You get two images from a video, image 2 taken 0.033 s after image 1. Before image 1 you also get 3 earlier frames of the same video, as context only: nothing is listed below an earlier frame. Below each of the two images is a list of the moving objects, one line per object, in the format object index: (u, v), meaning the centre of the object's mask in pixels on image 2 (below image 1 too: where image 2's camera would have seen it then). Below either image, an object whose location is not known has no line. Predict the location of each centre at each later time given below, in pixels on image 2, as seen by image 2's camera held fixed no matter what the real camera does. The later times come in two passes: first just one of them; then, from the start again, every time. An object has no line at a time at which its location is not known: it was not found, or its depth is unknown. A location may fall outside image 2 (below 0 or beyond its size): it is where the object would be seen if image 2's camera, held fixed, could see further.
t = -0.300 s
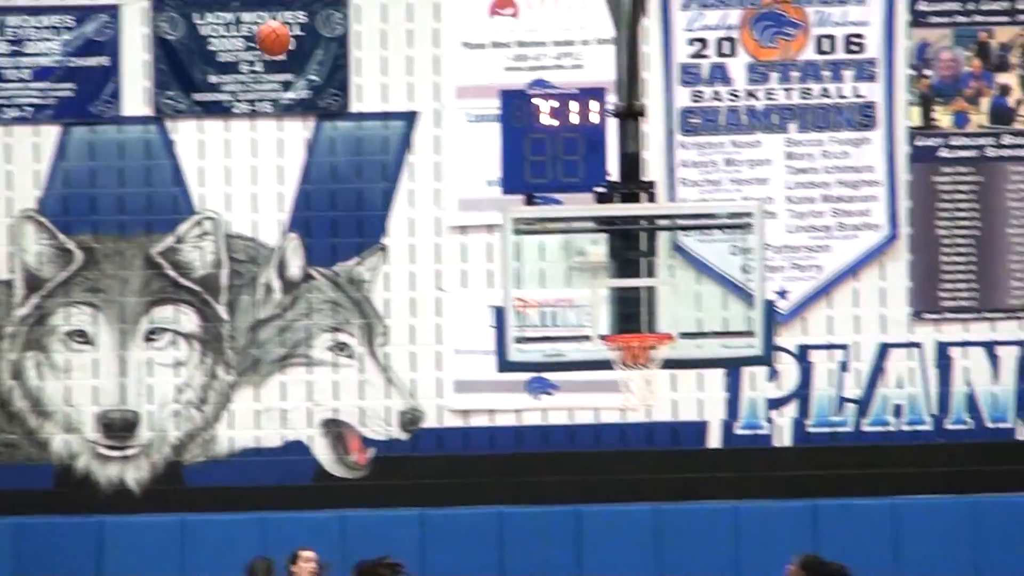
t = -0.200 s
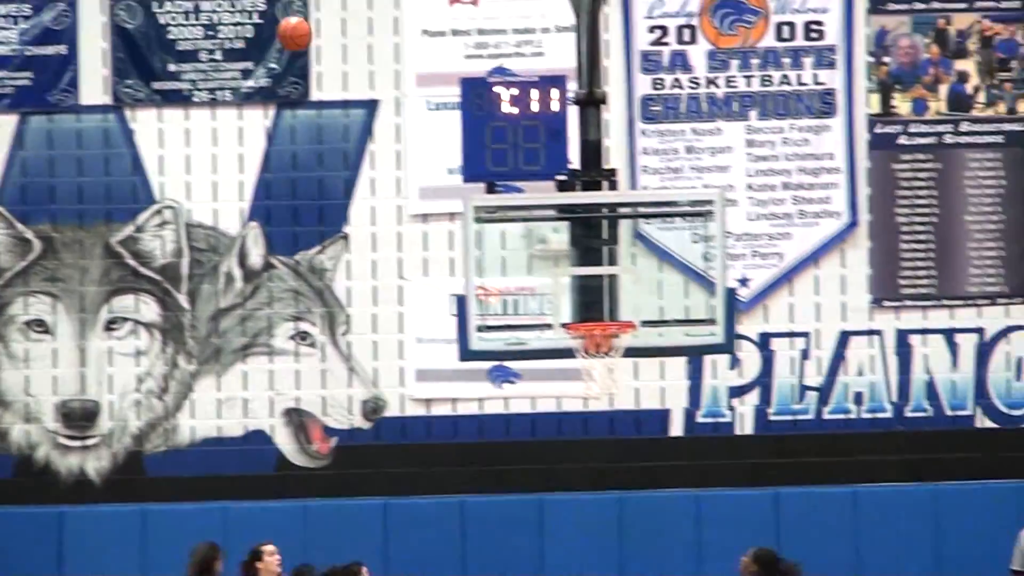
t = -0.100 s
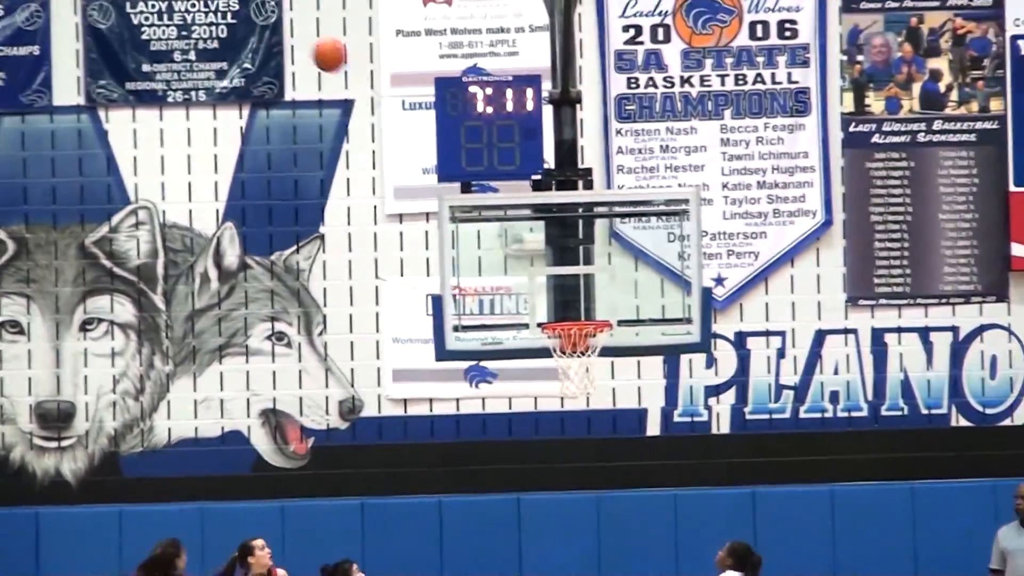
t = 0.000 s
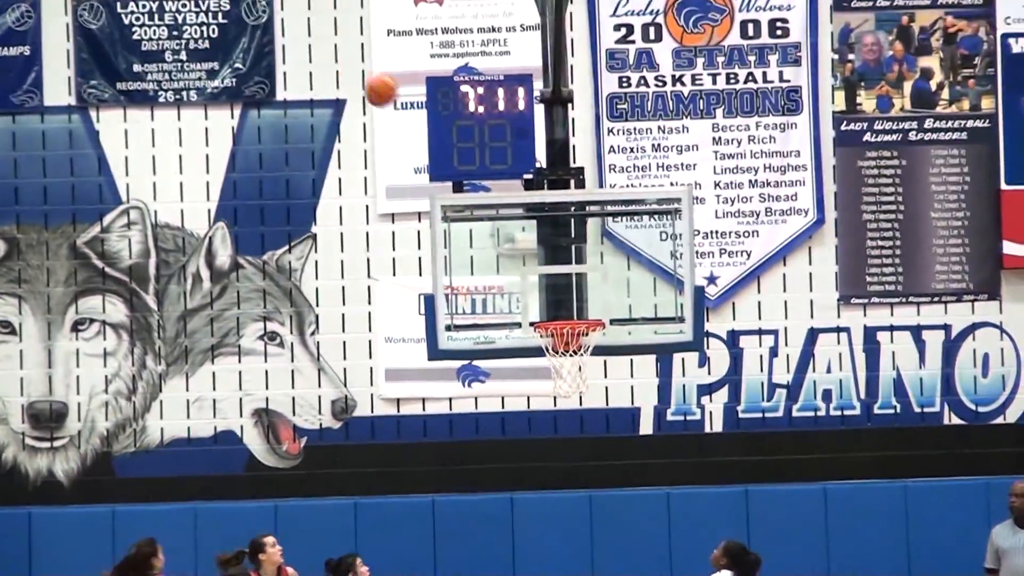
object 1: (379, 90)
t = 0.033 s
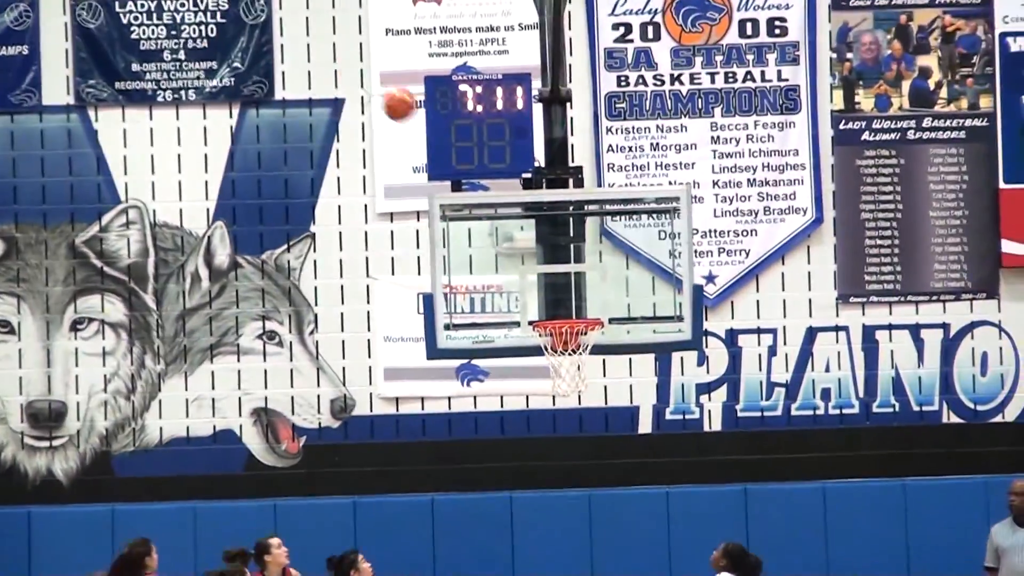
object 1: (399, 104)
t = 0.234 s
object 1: (517, 228)
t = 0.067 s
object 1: (419, 121)
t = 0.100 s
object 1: (439, 138)
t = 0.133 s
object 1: (458, 158)
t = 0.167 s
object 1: (477, 179)
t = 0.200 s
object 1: (497, 202)
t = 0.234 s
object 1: (517, 228)
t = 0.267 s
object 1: (538, 252)
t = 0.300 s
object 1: (557, 280)
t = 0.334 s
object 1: (575, 306)
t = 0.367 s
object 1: (580, 293)
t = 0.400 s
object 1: (581, 269)
